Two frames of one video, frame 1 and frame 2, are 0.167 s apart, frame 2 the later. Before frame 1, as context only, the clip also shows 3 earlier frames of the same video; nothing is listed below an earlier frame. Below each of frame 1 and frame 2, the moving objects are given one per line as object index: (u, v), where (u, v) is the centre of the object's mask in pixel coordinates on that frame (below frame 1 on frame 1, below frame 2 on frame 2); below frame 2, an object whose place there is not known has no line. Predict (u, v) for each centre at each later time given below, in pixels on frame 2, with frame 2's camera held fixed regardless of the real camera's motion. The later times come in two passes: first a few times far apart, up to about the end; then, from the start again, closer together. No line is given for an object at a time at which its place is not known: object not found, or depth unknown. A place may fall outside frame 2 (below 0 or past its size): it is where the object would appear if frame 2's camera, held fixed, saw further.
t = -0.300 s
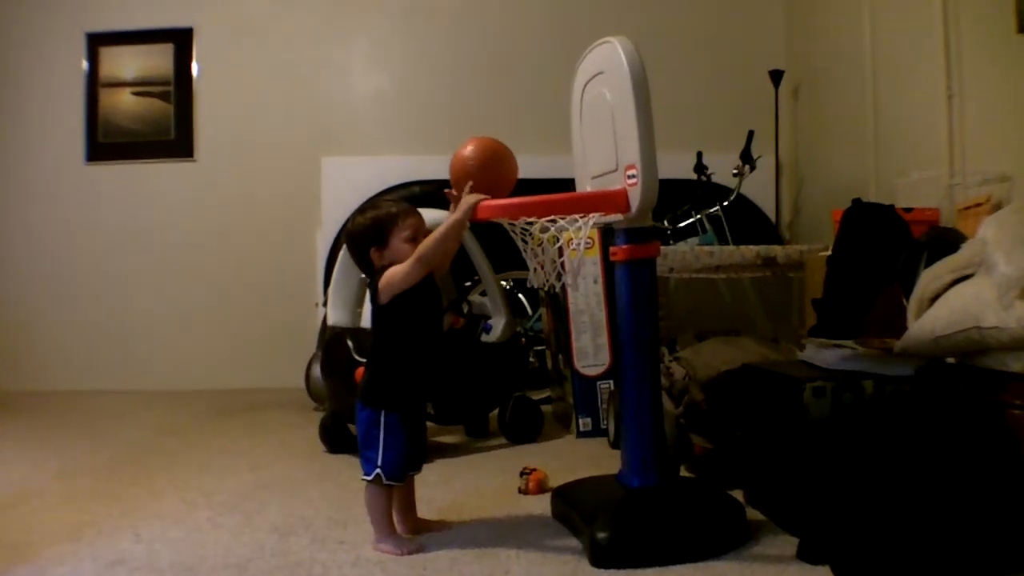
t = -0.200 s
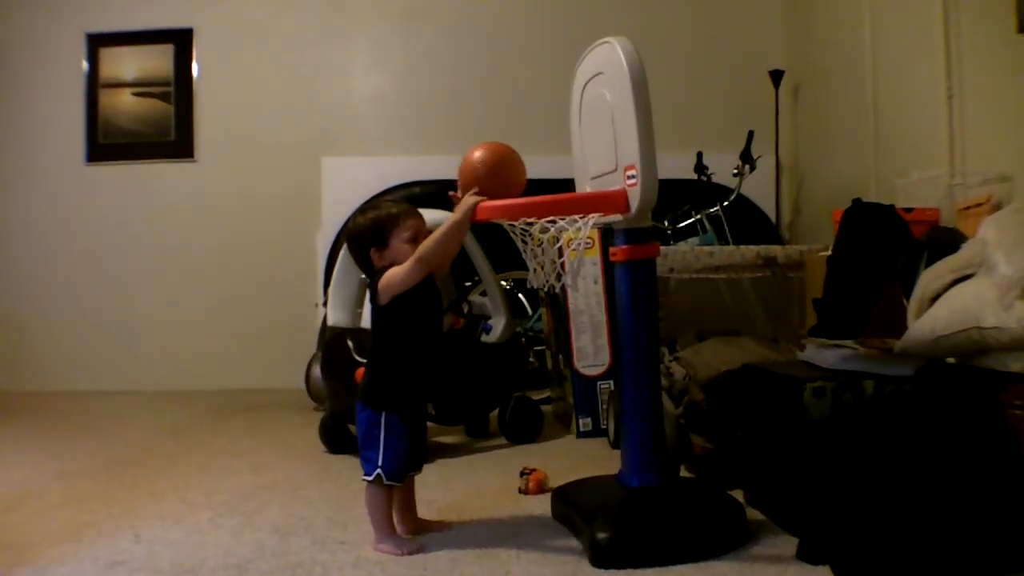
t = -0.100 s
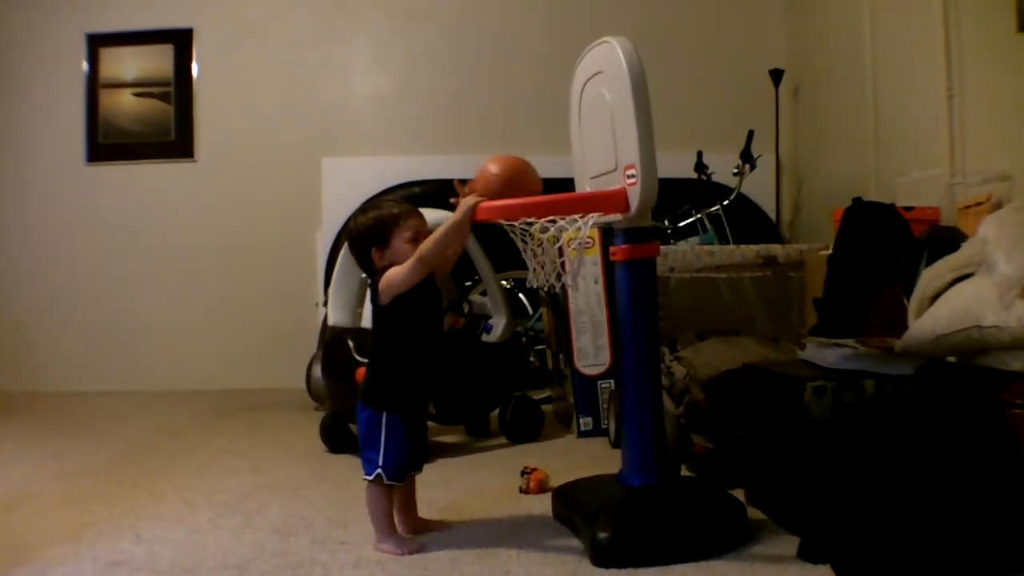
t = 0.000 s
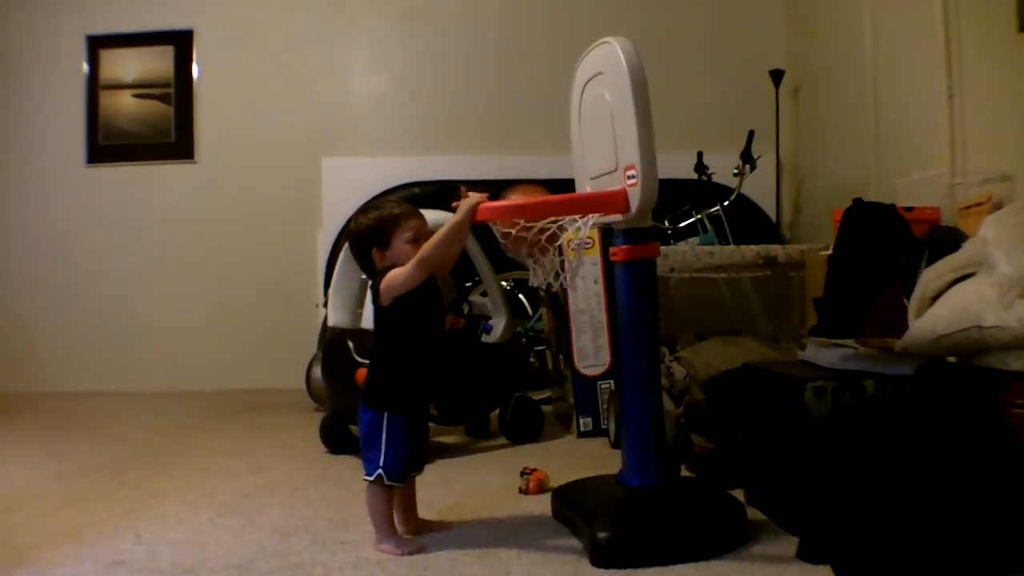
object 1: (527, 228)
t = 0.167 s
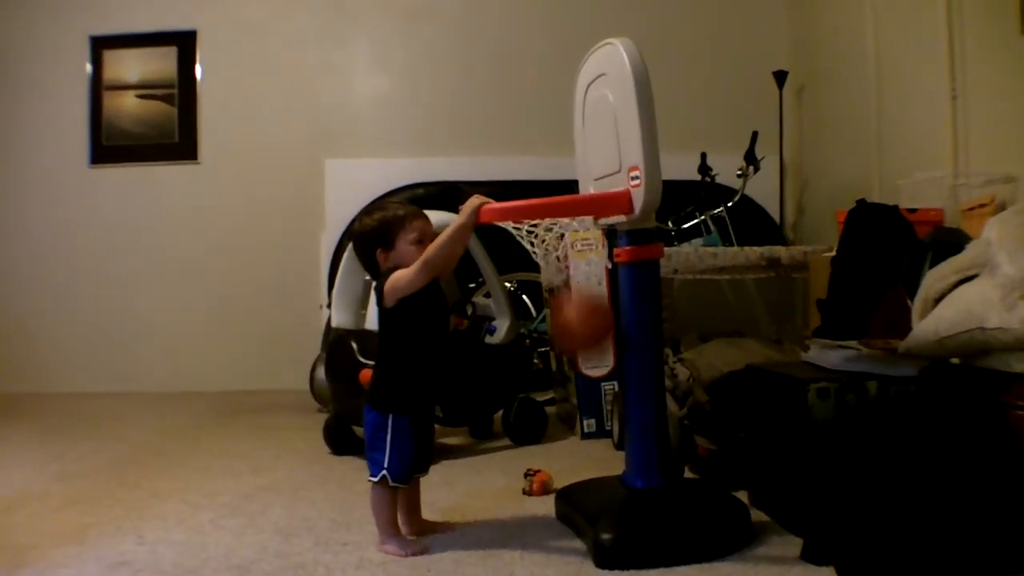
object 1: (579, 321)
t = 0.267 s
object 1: (590, 424)
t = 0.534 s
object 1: (394, 523)
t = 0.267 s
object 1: (590, 424)
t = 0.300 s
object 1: (585, 456)
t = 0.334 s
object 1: (576, 479)
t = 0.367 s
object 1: (540, 473)
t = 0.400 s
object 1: (512, 474)
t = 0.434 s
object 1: (483, 477)
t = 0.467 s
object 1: (453, 488)
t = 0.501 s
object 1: (424, 503)
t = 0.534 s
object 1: (394, 523)
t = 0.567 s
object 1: (368, 531)
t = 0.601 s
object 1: (335, 519)
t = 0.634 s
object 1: (307, 513)
